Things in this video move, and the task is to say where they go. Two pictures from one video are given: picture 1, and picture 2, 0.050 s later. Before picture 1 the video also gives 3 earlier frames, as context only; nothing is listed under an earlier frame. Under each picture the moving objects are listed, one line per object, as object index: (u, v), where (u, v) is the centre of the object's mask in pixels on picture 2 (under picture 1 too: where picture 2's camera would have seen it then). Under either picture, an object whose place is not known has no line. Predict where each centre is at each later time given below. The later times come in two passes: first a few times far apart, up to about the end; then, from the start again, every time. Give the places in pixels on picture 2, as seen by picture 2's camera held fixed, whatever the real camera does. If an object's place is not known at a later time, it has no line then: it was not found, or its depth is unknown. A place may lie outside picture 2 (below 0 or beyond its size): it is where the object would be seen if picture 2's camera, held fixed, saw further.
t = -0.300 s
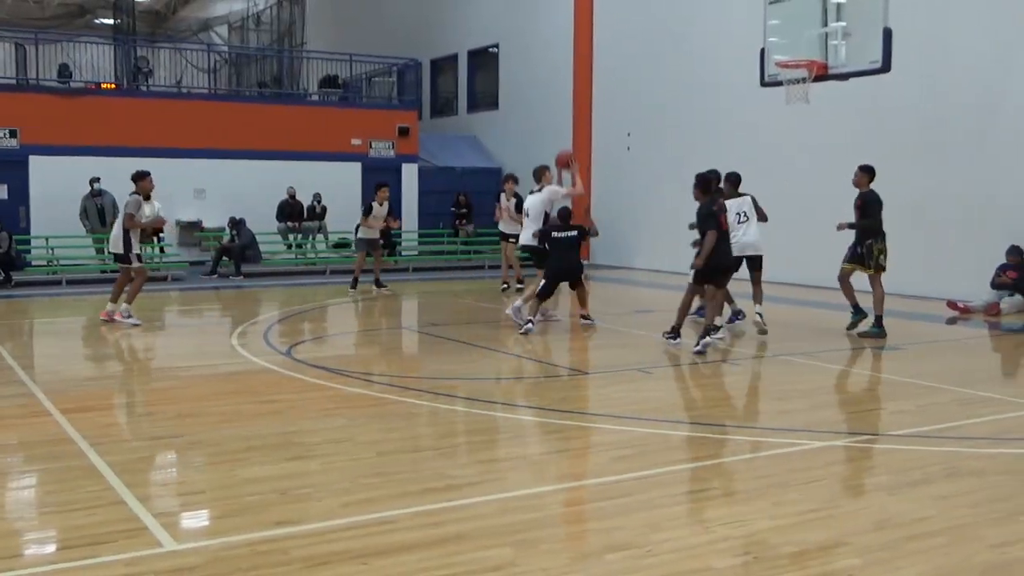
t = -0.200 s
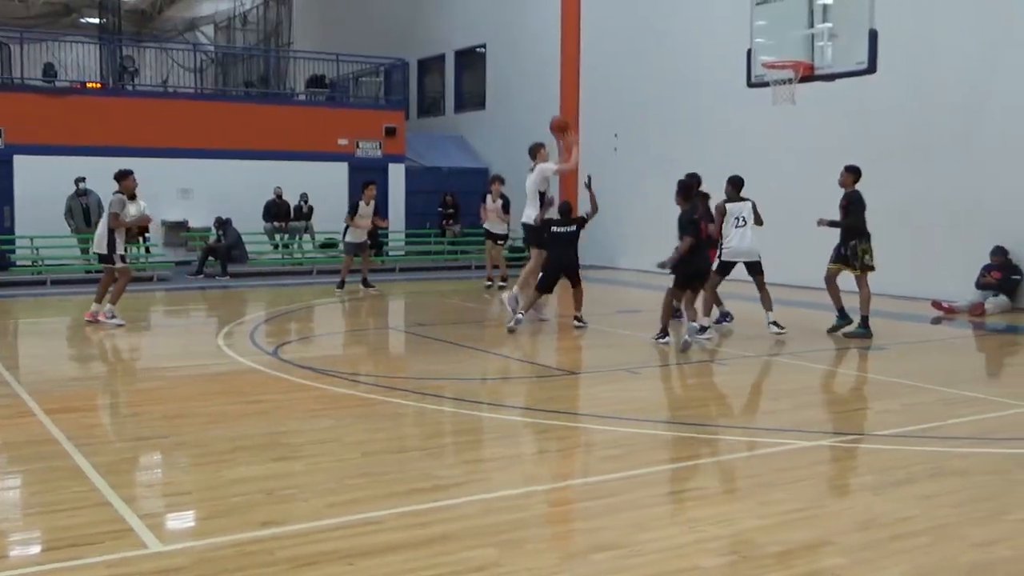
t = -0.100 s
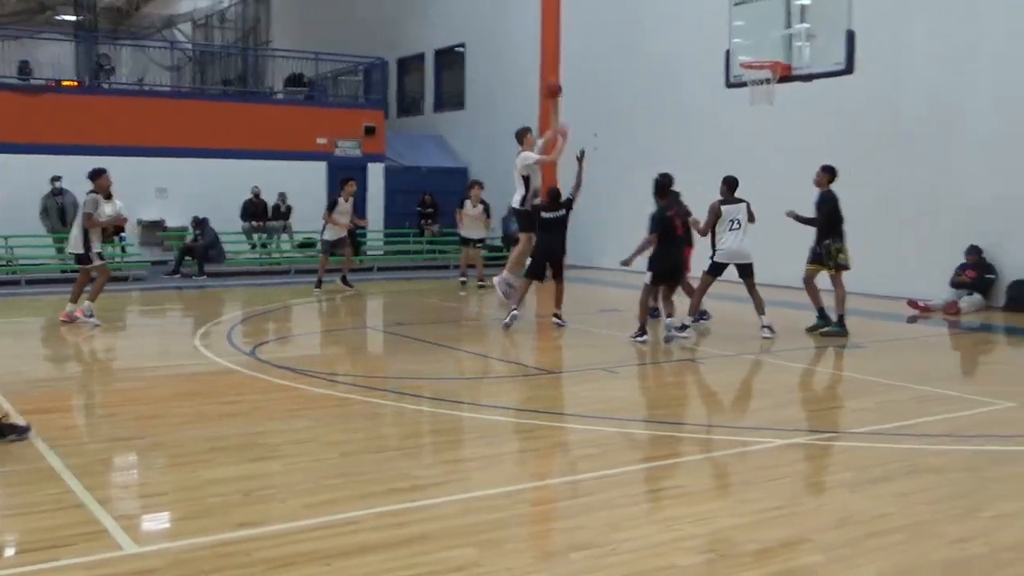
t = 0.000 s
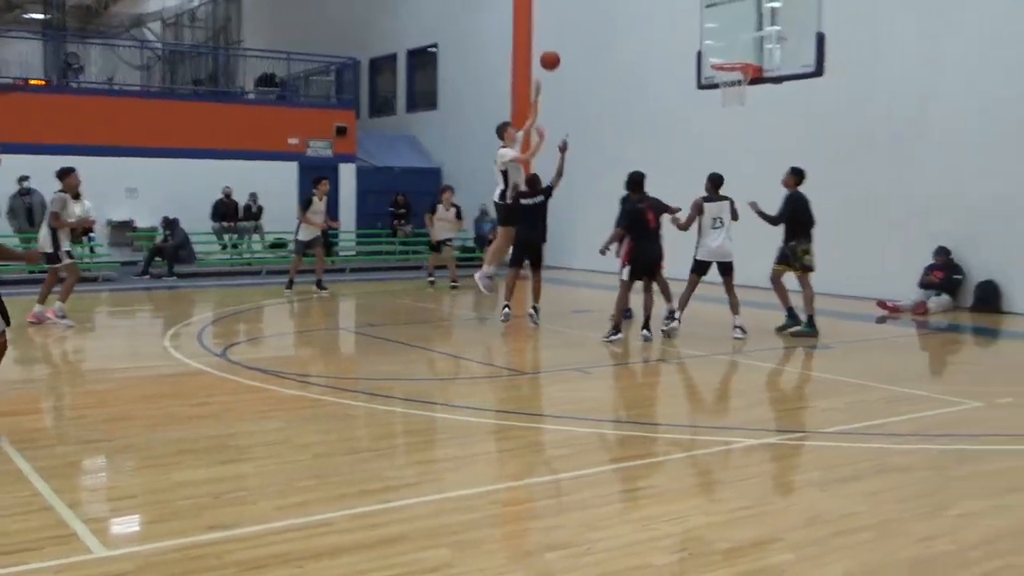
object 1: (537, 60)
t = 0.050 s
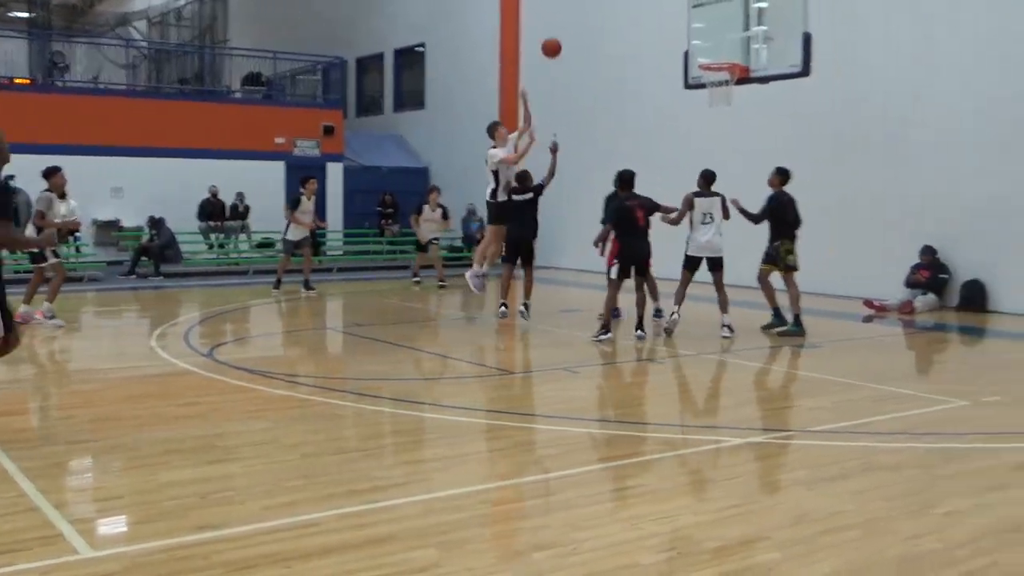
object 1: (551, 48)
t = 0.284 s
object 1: (615, 18)
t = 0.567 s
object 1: (691, 42)
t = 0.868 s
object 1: (744, 105)
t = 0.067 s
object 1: (556, 44)
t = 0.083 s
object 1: (560, 41)
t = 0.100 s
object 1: (565, 37)
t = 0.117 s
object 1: (569, 34)
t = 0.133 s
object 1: (574, 31)
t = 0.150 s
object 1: (579, 29)
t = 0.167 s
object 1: (583, 27)
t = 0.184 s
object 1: (588, 25)
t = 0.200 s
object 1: (592, 23)
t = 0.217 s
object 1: (597, 22)
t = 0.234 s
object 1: (602, 20)
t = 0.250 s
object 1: (606, 19)
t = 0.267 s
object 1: (611, 18)
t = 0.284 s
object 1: (615, 18)
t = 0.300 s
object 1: (620, 17)
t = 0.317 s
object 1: (624, 17)
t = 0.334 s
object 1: (629, 17)
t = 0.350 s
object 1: (633, 17)
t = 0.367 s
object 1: (638, 18)
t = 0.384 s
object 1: (642, 18)
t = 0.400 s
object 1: (646, 19)
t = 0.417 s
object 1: (651, 21)
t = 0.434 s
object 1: (655, 22)
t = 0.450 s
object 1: (660, 24)
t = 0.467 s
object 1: (664, 26)
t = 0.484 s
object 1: (668, 28)
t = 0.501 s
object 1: (673, 30)
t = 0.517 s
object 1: (677, 33)
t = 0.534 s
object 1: (682, 36)
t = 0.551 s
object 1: (687, 39)
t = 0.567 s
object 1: (691, 42)
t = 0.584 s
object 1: (695, 46)
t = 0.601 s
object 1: (700, 50)
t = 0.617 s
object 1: (704, 53)
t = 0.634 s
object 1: (709, 55)
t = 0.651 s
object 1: (713, 62)
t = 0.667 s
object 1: (715, 66)
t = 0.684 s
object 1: (722, 72)
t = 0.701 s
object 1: (727, 75)
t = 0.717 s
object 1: (731, 82)
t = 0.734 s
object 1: (733, 84)
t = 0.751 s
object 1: (734, 87)
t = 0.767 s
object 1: (736, 88)
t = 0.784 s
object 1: (738, 91)
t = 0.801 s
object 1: (739, 93)
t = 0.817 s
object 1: (740, 96)
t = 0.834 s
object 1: (742, 99)
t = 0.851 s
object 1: (743, 102)
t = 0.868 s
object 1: (744, 105)
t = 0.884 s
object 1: (746, 108)
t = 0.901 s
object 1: (747, 112)
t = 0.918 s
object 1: (749, 116)
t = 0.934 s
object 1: (750, 120)
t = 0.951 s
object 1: (752, 125)
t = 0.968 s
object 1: (753, 129)
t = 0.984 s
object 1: (754, 134)
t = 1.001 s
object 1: (756, 140)
